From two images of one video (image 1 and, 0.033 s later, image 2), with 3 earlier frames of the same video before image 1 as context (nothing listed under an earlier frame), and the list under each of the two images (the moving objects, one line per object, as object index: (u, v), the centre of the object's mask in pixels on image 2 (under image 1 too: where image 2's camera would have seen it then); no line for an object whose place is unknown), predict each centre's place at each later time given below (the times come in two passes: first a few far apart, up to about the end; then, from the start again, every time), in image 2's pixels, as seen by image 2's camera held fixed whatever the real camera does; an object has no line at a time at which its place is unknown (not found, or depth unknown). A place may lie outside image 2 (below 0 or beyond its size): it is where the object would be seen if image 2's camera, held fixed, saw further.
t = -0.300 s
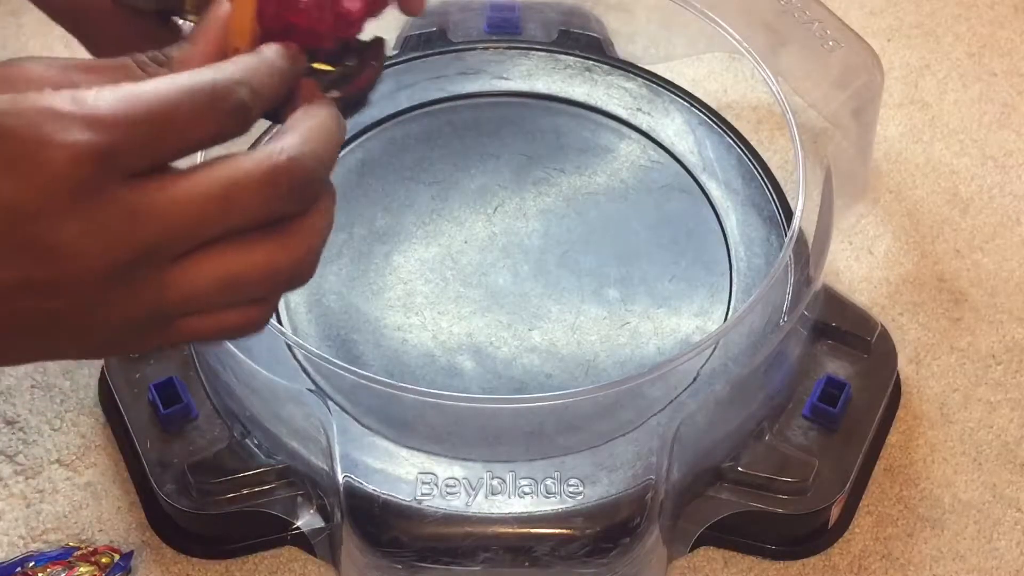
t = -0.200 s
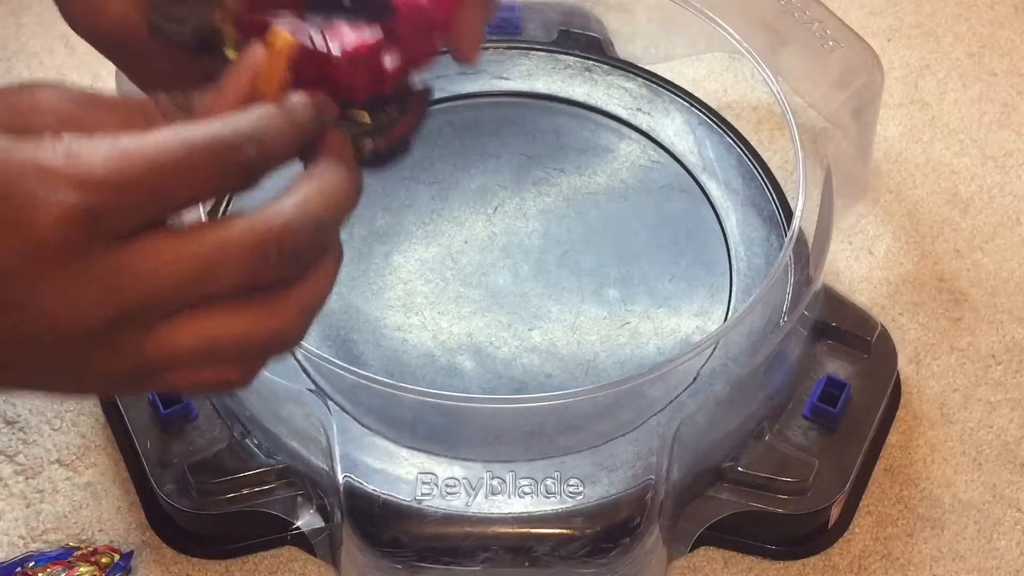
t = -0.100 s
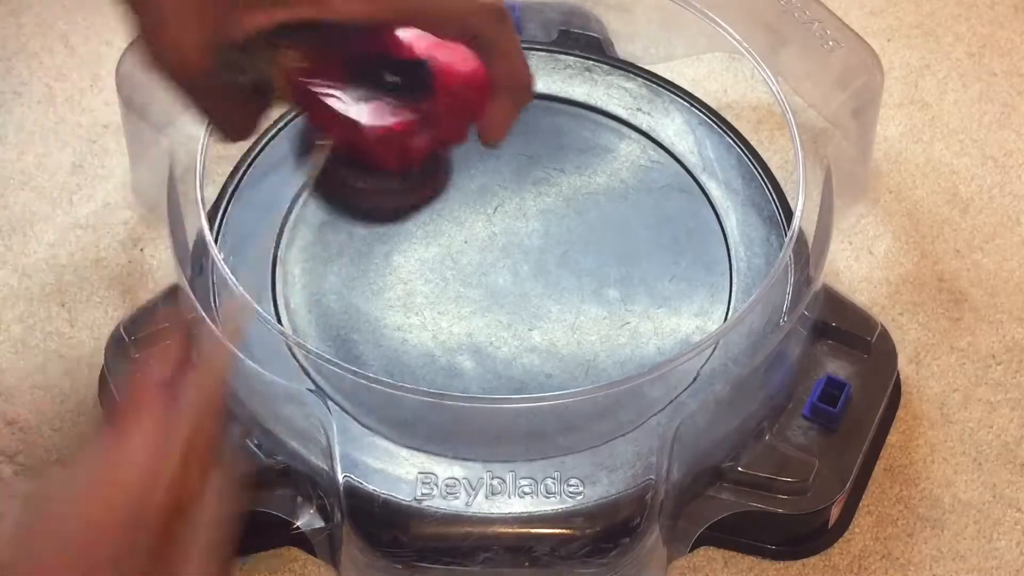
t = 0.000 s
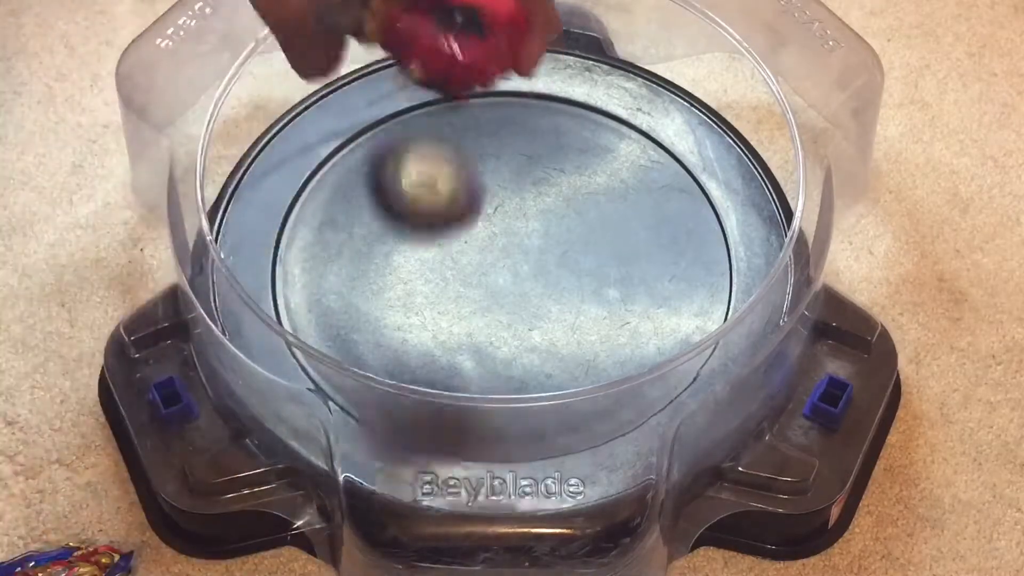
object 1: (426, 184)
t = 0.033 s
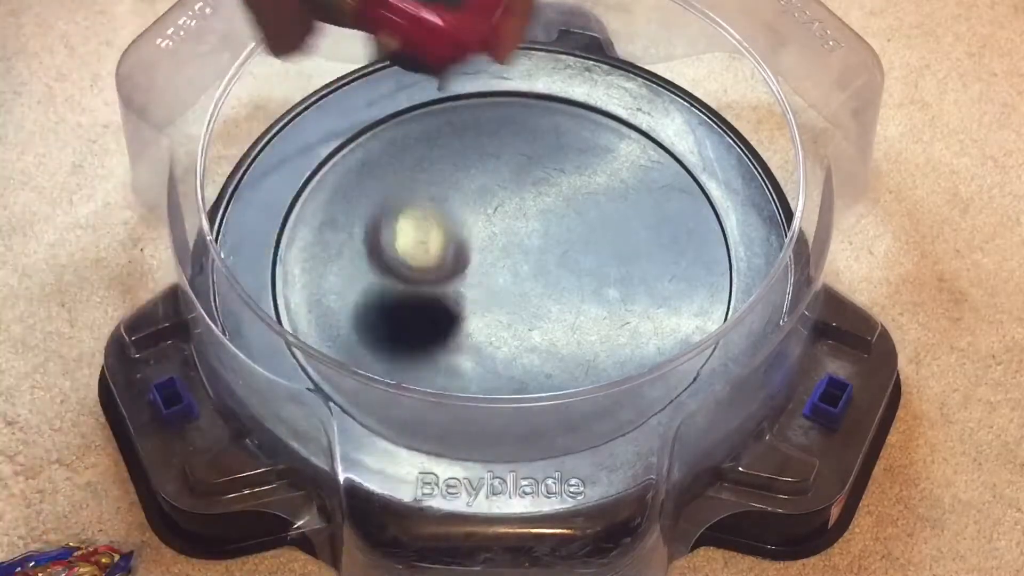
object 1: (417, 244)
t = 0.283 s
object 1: (464, 101)
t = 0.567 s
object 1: (558, 202)
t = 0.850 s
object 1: (563, 352)
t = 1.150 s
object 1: (498, 288)
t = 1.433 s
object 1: (520, 151)
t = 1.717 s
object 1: (565, 167)
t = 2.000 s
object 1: (527, 292)
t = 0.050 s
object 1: (417, 241)
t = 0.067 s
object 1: (419, 212)
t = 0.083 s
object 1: (422, 190)
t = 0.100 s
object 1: (423, 172)
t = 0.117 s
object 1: (424, 155)
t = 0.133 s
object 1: (427, 142)
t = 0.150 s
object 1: (430, 132)
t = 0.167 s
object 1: (431, 128)
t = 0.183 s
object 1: (435, 126)
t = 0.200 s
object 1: (440, 127)
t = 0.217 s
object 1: (444, 129)
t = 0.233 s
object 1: (449, 120)
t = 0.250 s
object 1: (453, 110)
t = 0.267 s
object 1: (458, 104)
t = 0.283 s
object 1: (464, 101)
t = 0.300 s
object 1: (469, 102)
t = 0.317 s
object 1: (475, 104)
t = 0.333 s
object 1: (481, 102)
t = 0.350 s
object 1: (486, 103)
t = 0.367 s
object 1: (492, 106)
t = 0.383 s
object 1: (499, 110)
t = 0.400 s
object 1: (504, 115)
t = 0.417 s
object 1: (511, 121)
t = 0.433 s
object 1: (516, 126)
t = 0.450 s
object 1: (522, 134)
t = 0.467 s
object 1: (529, 141)
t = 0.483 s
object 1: (534, 151)
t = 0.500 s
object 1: (539, 159)
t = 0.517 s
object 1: (545, 169)
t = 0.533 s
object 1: (550, 179)
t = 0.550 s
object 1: (554, 190)
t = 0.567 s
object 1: (558, 202)
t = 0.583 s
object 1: (563, 214)
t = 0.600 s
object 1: (567, 226)
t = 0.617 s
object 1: (570, 237)
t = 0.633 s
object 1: (574, 249)
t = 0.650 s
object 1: (576, 260)
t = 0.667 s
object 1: (577, 271)
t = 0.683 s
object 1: (580, 284)
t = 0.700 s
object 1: (581, 293)
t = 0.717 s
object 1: (581, 305)
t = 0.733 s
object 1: (581, 315)
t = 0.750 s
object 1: (580, 324)
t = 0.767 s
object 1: (579, 333)
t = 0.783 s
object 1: (576, 338)
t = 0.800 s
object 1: (573, 343)
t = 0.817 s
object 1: (570, 347)
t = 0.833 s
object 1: (567, 350)
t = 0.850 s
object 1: (563, 352)
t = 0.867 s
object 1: (560, 354)
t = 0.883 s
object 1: (556, 356)
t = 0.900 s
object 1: (553, 357)
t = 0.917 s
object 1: (549, 357)
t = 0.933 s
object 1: (544, 357)
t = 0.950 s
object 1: (541, 356)
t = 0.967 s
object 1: (537, 355)
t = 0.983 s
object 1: (533, 353)
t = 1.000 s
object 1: (529, 351)
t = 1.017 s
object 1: (525, 348)
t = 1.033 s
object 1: (522, 345)
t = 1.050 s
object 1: (518, 340)
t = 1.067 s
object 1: (515, 334)
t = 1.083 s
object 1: (510, 324)
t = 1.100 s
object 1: (507, 316)
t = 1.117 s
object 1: (504, 307)
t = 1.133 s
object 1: (501, 297)
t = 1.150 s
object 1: (498, 288)
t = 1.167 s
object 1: (495, 278)
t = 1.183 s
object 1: (494, 269)
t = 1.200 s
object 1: (492, 259)
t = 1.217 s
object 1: (491, 249)
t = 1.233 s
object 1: (490, 239)
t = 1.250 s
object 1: (489, 230)
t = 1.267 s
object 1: (490, 221)
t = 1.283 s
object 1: (490, 211)
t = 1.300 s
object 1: (492, 202)
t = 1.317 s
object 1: (493, 194)
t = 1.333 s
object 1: (496, 186)
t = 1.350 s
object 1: (498, 178)
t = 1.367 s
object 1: (502, 170)
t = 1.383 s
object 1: (506, 165)
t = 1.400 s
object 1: (510, 159)
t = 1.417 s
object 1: (515, 155)
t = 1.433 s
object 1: (520, 151)
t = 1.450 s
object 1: (525, 146)
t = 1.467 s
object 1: (530, 142)
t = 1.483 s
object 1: (536, 139)
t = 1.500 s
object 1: (541, 137)
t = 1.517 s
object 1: (545, 135)
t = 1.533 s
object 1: (549, 134)
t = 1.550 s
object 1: (553, 134)
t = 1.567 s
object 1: (557, 135)
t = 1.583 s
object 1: (561, 135)
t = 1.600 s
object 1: (563, 137)
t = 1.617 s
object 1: (564, 139)
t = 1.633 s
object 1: (566, 143)
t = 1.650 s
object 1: (567, 147)
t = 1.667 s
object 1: (567, 151)
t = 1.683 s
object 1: (567, 155)
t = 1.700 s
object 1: (566, 160)
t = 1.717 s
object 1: (565, 167)
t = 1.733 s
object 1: (564, 172)
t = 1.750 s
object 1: (562, 179)
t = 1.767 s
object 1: (560, 187)
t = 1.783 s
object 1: (557, 193)
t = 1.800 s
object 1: (555, 201)
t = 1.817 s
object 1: (552, 208)
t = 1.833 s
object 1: (550, 216)
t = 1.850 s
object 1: (548, 224)
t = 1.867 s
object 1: (545, 231)
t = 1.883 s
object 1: (543, 239)
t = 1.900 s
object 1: (541, 248)
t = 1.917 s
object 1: (538, 255)
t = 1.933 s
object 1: (535, 263)
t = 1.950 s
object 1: (533, 271)
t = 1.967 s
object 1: (531, 278)
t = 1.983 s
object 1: (529, 285)
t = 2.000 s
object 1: (527, 292)
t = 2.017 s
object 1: (524, 298)
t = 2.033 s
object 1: (522, 303)
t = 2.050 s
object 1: (520, 309)
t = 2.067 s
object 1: (518, 314)
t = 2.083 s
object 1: (517, 317)
